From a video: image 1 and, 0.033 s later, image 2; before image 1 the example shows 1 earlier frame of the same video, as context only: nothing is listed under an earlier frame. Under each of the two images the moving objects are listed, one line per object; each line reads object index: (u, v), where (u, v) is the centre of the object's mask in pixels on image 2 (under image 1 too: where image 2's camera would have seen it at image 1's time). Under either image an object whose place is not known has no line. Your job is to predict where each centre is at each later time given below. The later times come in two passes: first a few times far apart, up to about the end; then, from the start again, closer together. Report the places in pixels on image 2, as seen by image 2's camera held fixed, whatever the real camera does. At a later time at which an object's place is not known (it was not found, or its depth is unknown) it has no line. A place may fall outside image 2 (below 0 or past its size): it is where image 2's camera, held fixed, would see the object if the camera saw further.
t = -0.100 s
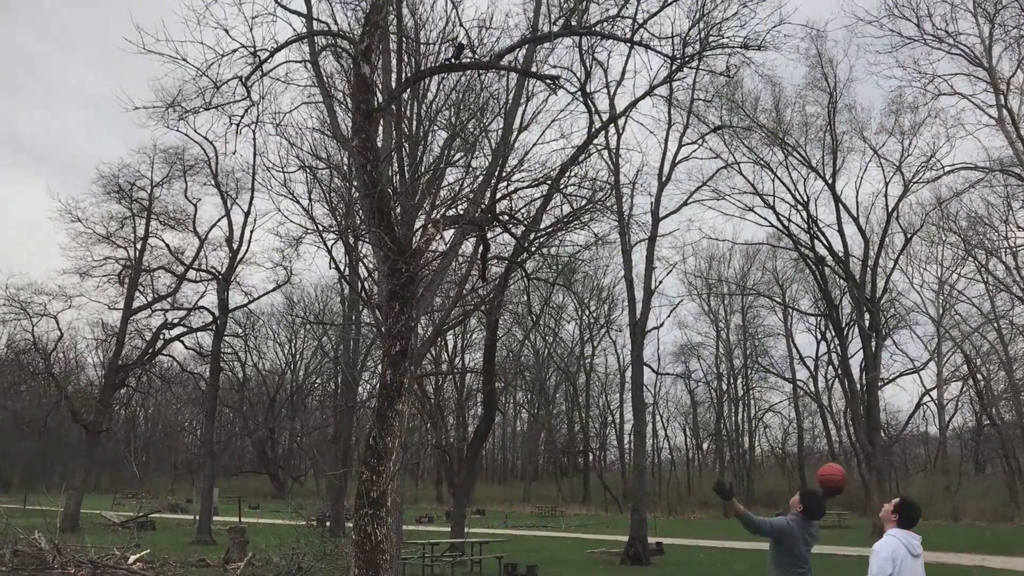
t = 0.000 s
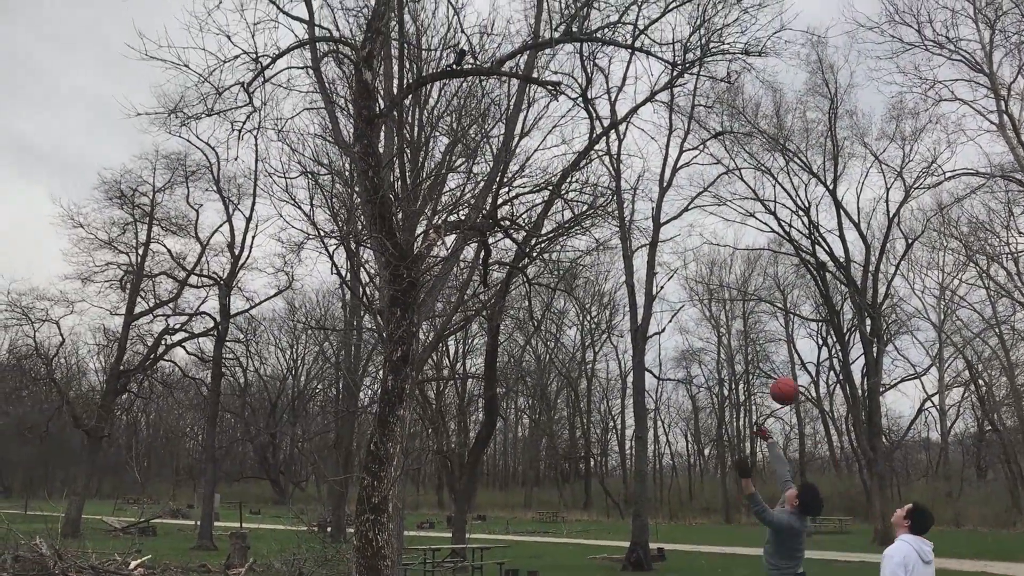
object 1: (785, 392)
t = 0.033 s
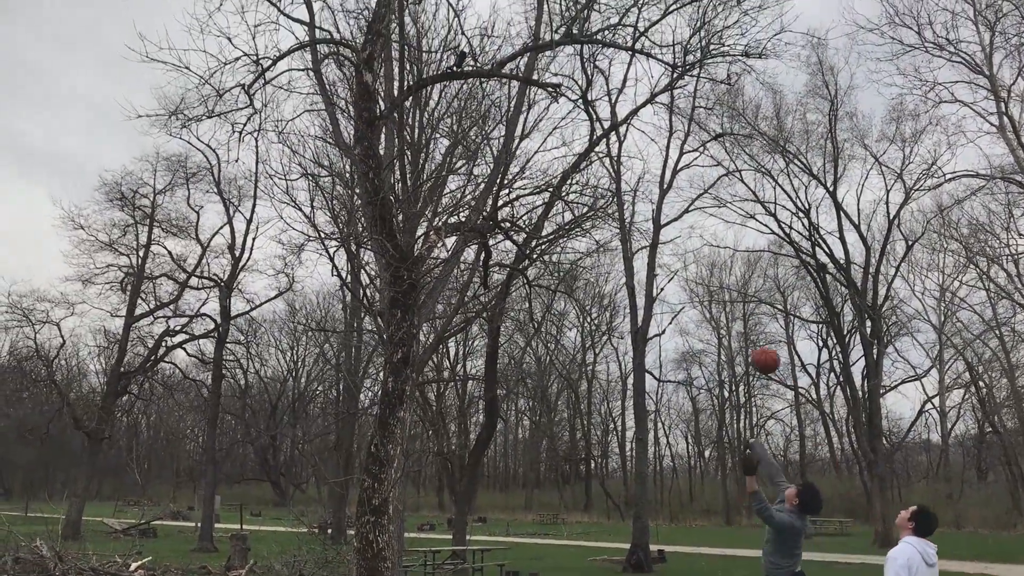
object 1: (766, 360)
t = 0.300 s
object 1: (632, 169)
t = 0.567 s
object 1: (526, 68)
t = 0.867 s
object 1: (423, 41)
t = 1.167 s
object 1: (407, 57)
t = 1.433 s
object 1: (380, 63)
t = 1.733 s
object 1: (349, 139)
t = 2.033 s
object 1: (326, 248)
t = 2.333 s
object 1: (305, 315)
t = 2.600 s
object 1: (259, 445)
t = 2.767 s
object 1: (226, 579)
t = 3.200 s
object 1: (157, 589)
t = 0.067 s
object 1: (747, 329)
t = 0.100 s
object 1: (729, 301)
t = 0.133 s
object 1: (711, 275)
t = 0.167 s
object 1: (694, 250)
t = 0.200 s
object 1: (677, 227)
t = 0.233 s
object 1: (662, 206)
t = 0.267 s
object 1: (647, 187)
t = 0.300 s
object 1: (632, 169)
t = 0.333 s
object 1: (618, 152)
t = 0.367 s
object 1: (603, 137)
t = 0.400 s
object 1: (590, 122)
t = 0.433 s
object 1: (576, 109)
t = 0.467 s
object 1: (564, 98)
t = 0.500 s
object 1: (551, 88)
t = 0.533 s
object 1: (537, 78)
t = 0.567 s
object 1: (526, 68)
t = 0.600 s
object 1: (513, 62)
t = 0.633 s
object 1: (501, 56)
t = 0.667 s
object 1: (490, 51)
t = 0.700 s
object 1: (478, 46)
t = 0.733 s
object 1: (467, 43)
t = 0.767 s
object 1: (456, 41)
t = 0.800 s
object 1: (445, 40)
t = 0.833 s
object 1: (434, 40)
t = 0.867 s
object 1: (423, 41)
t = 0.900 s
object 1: (412, 42)
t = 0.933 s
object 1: (408, 47)
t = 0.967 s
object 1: (404, 49)
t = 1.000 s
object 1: (405, 51)
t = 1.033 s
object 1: (406, 54)
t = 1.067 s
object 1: (409, 56)
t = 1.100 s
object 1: (409, 57)
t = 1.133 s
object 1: (408, 58)
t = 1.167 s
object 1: (407, 57)
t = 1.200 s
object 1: (404, 55)
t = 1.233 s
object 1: (400, 53)
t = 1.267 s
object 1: (397, 53)
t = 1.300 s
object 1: (394, 54)
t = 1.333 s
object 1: (391, 55)
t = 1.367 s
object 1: (388, 57)
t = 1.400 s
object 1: (383, 60)
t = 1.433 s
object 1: (380, 63)
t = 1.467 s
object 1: (377, 69)
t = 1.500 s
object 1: (374, 75)
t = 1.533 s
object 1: (369, 81)
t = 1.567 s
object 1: (366, 87)
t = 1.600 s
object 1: (363, 95)
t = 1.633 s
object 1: (359, 105)
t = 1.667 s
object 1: (356, 116)
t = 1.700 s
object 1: (351, 128)
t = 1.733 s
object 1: (349, 139)
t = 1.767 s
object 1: (345, 151)
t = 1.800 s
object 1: (342, 162)
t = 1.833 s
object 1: (340, 171)
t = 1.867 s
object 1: (337, 182)
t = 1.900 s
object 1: (334, 193)
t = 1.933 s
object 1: (332, 206)
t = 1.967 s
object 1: (327, 219)
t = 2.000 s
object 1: (326, 234)
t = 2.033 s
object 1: (326, 248)
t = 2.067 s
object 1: (328, 258)
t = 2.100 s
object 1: (331, 266)
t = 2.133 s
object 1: (331, 272)
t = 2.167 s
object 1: (329, 277)
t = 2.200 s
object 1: (325, 284)
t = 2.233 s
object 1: (320, 290)
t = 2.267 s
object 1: (315, 297)
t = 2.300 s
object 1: (310, 305)
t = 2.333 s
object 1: (305, 315)
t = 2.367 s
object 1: (299, 327)
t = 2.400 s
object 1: (294, 339)
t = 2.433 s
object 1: (288, 353)
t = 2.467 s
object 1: (283, 367)
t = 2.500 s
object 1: (276, 385)
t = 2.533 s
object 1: (270, 403)
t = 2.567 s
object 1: (265, 422)
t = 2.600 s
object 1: (259, 445)
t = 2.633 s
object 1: (253, 468)
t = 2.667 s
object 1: (246, 493)
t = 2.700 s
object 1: (239, 521)
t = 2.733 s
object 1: (233, 549)
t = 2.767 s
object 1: (226, 579)
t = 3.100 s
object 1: (171, 614)
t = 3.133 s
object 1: (166, 605)
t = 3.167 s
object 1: (161, 597)
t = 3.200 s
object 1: (157, 589)
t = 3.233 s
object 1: (152, 583)
